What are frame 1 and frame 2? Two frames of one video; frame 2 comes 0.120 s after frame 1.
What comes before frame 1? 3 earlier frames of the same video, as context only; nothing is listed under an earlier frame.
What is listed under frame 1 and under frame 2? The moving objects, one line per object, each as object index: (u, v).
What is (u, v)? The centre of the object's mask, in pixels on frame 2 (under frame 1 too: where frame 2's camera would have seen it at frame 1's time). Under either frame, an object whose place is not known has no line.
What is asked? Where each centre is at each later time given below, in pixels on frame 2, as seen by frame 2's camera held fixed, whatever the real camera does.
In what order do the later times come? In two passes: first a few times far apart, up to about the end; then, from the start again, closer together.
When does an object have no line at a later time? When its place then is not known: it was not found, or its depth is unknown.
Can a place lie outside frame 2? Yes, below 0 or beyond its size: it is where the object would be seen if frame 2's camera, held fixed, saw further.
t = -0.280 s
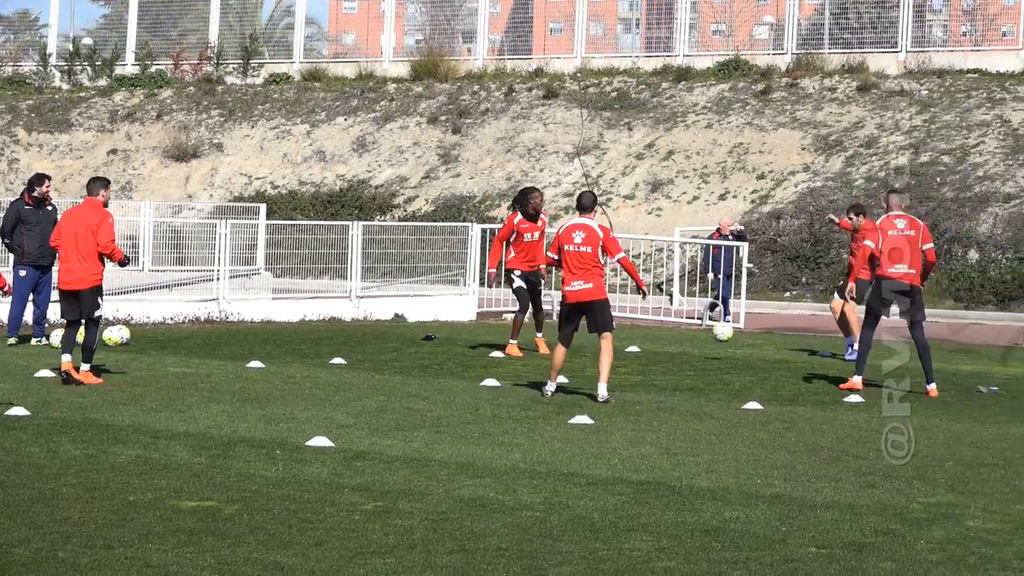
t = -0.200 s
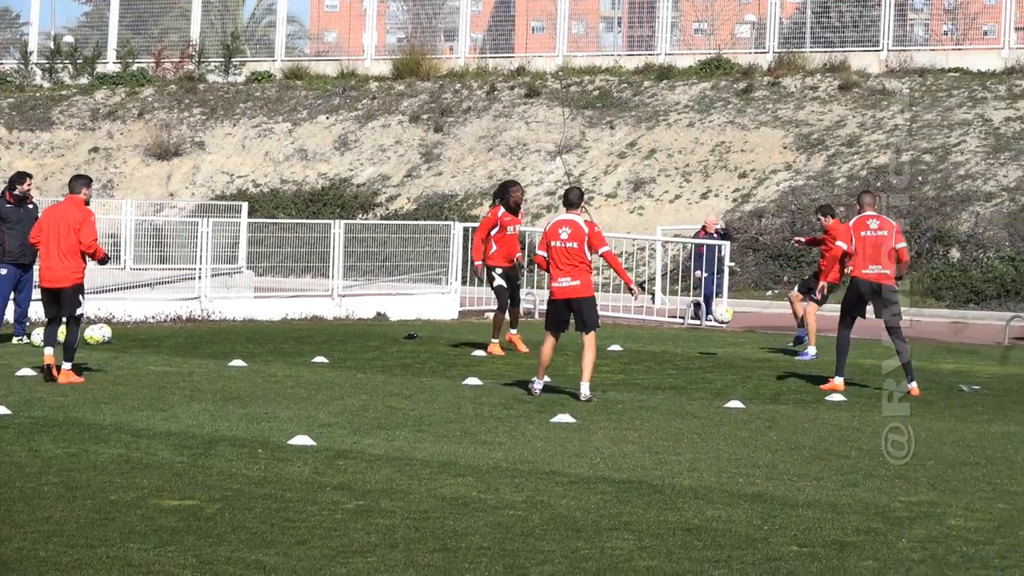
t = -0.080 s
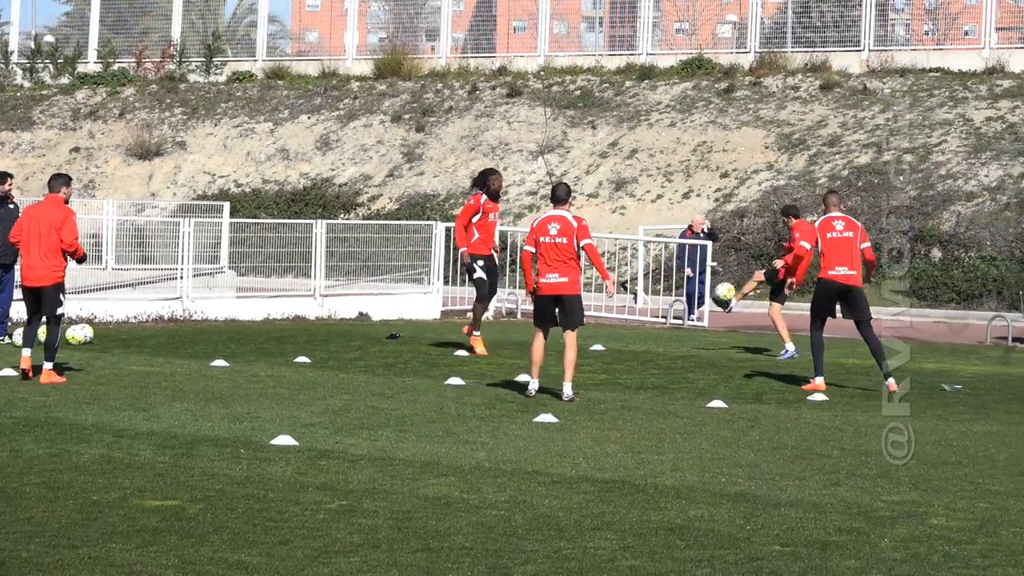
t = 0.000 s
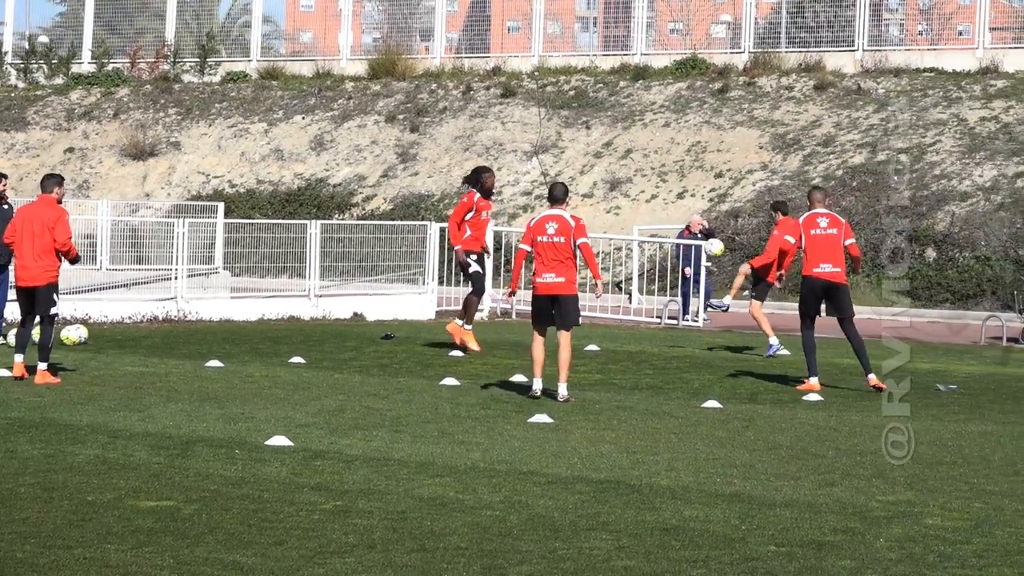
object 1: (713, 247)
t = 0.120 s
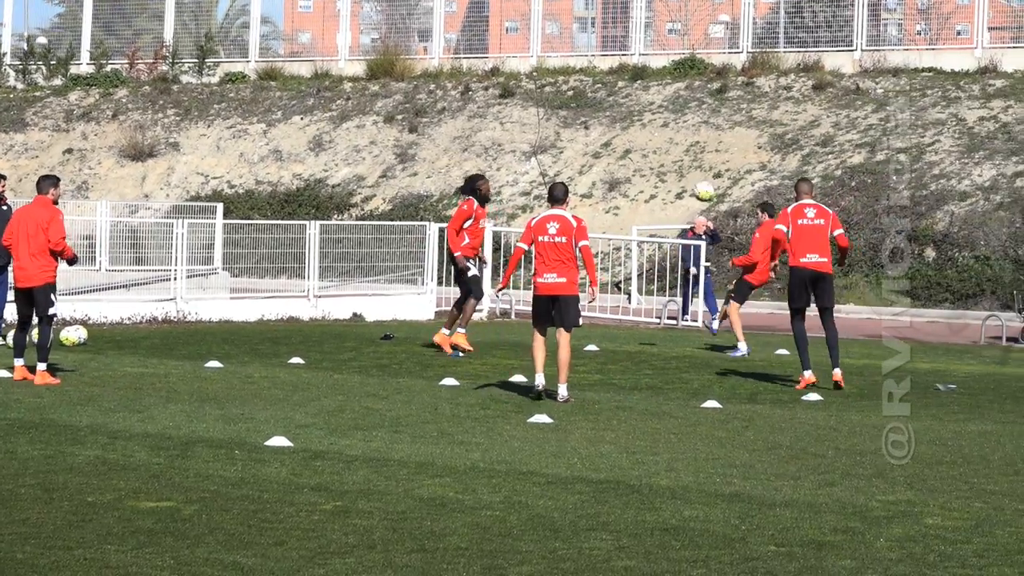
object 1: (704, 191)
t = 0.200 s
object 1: (698, 160)
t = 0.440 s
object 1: (680, 97)
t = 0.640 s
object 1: (665, 85)
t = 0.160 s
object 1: (701, 175)
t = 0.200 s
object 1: (698, 160)
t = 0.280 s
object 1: (692, 134)
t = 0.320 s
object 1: (689, 123)
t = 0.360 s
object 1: (686, 113)
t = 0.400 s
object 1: (683, 105)
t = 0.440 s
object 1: (680, 97)
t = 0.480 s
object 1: (677, 92)
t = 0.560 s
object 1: (671, 86)
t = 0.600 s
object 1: (667, 85)
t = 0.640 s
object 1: (665, 85)
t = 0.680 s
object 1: (661, 87)
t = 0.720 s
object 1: (658, 90)
